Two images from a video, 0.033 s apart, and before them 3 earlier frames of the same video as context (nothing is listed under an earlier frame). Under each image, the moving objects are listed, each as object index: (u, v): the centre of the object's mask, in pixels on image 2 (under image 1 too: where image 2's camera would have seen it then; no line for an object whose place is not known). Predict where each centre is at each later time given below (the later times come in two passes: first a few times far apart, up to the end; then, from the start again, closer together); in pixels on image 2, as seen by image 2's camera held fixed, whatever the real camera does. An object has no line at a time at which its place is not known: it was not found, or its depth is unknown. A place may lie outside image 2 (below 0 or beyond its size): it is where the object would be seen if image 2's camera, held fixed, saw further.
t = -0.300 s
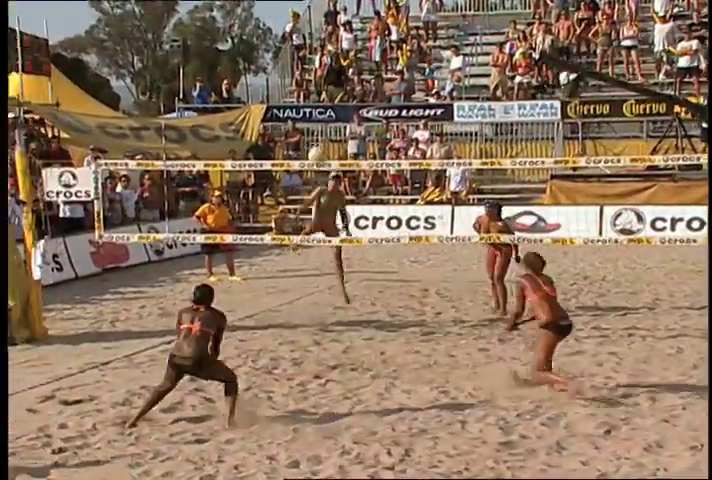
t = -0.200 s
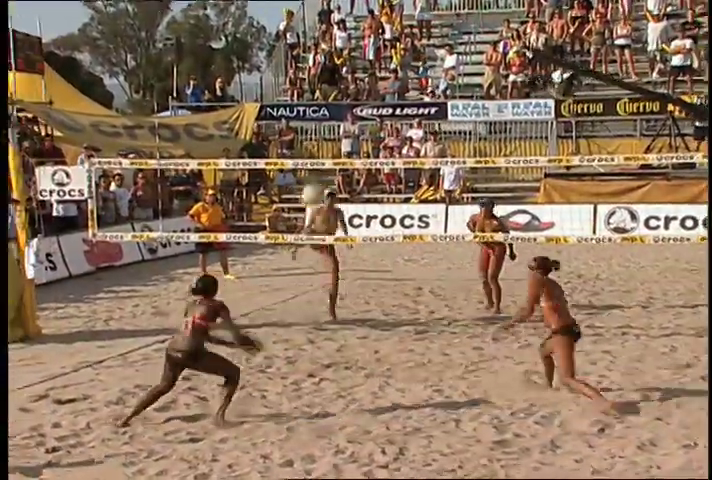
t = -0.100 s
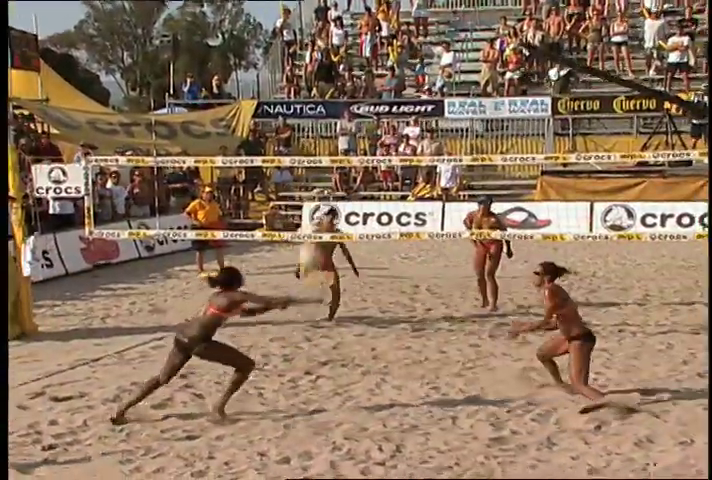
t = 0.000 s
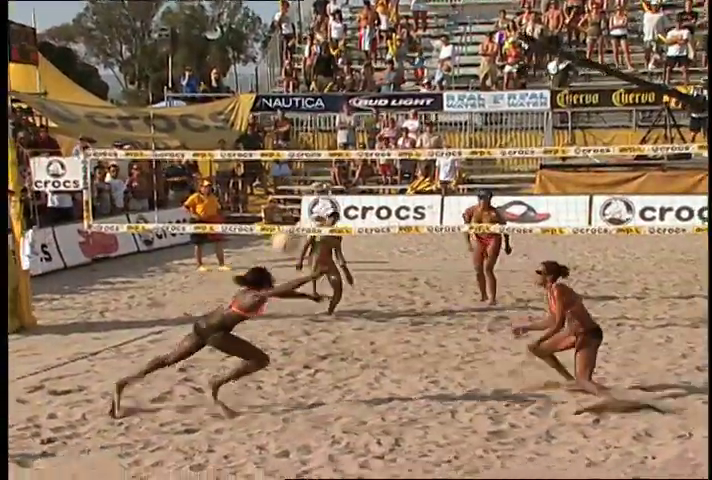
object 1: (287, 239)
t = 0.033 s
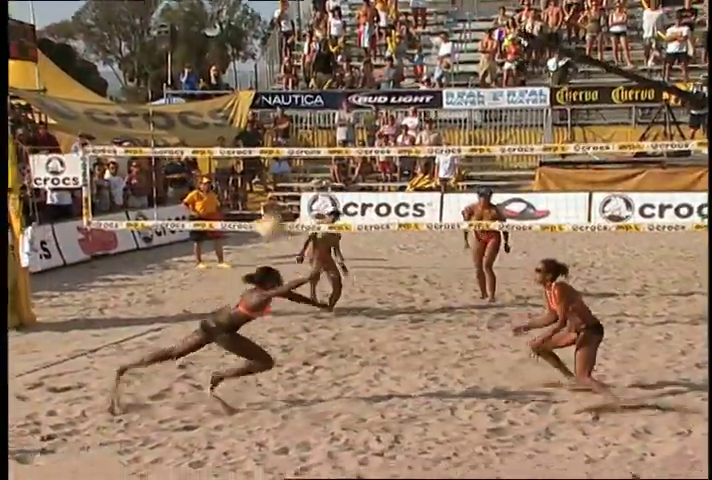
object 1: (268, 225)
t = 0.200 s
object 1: (203, 189)
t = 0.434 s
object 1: (74, 227)
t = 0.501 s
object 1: (33, 267)
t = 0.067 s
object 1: (258, 215)
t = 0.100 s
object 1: (244, 208)
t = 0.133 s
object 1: (231, 202)
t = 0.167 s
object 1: (216, 195)
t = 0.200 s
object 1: (203, 189)
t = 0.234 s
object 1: (184, 188)
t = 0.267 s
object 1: (169, 189)
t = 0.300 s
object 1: (153, 191)
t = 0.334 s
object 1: (136, 196)
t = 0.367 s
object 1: (116, 204)
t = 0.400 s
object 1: (97, 215)
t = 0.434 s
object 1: (74, 227)
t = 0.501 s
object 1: (33, 267)
